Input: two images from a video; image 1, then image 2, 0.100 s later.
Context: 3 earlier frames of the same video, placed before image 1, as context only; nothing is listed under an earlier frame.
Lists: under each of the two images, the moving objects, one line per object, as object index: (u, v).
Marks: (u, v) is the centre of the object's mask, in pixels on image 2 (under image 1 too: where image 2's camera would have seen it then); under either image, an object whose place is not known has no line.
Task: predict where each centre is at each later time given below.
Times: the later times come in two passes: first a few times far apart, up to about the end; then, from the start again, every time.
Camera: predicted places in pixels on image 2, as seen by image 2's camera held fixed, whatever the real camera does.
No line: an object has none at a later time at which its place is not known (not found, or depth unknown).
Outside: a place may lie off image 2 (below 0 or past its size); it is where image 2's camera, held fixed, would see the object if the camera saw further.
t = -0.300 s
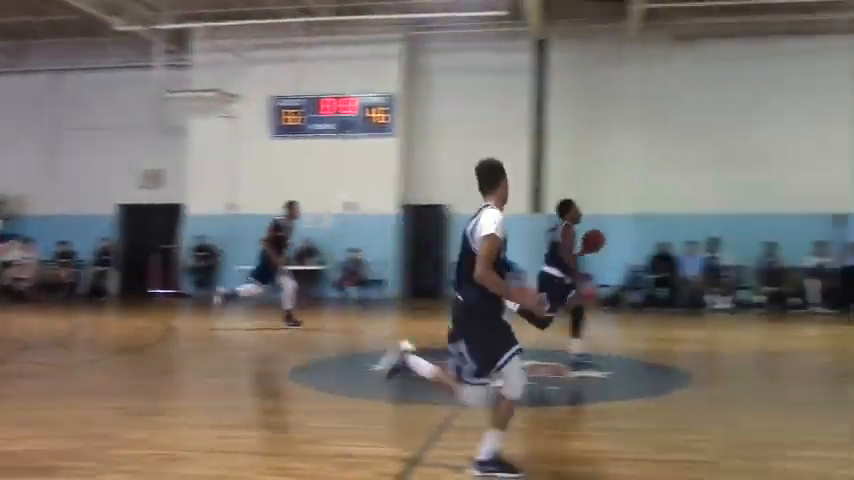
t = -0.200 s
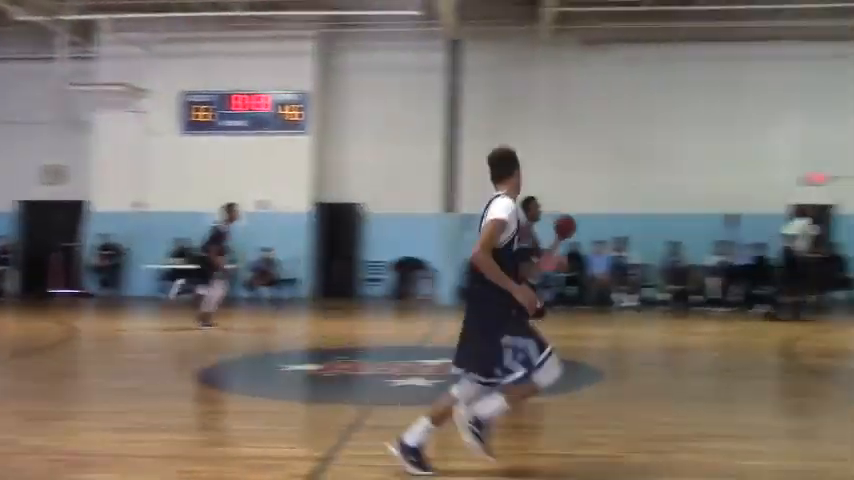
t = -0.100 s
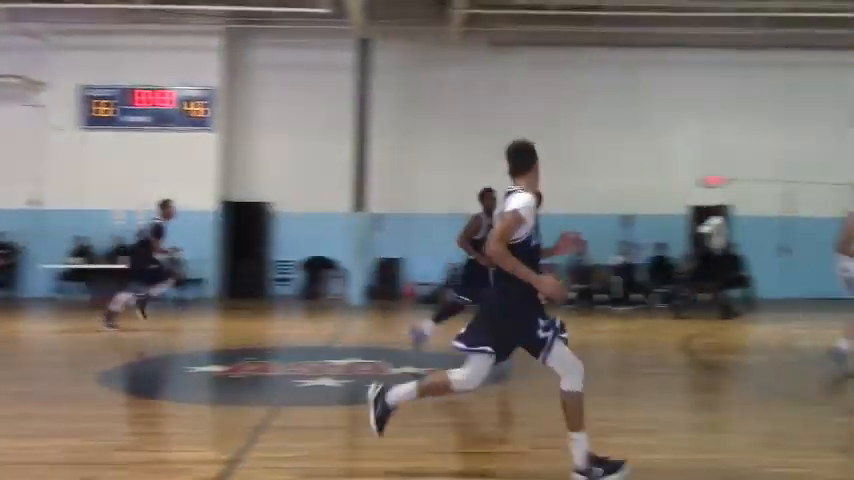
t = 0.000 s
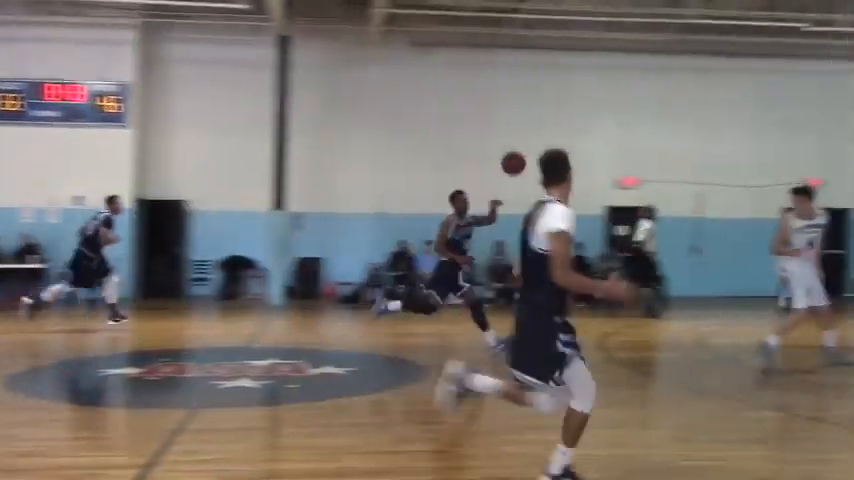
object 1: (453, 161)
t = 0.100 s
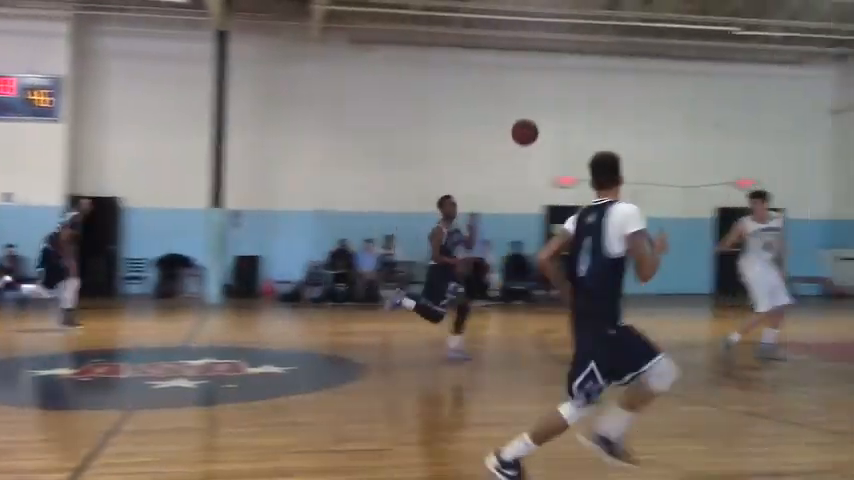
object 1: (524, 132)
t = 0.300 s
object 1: (705, 94)
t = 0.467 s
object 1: (918, 95)
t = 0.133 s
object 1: (548, 124)
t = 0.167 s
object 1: (575, 116)
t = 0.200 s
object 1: (604, 109)
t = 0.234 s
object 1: (636, 103)
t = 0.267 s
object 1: (670, 98)
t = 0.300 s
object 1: (705, 94)
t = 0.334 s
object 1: (741, 91)
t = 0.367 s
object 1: (781, 90)
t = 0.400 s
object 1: (824, 90)
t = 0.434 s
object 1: (870, 92)
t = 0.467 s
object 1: (918, 95)
